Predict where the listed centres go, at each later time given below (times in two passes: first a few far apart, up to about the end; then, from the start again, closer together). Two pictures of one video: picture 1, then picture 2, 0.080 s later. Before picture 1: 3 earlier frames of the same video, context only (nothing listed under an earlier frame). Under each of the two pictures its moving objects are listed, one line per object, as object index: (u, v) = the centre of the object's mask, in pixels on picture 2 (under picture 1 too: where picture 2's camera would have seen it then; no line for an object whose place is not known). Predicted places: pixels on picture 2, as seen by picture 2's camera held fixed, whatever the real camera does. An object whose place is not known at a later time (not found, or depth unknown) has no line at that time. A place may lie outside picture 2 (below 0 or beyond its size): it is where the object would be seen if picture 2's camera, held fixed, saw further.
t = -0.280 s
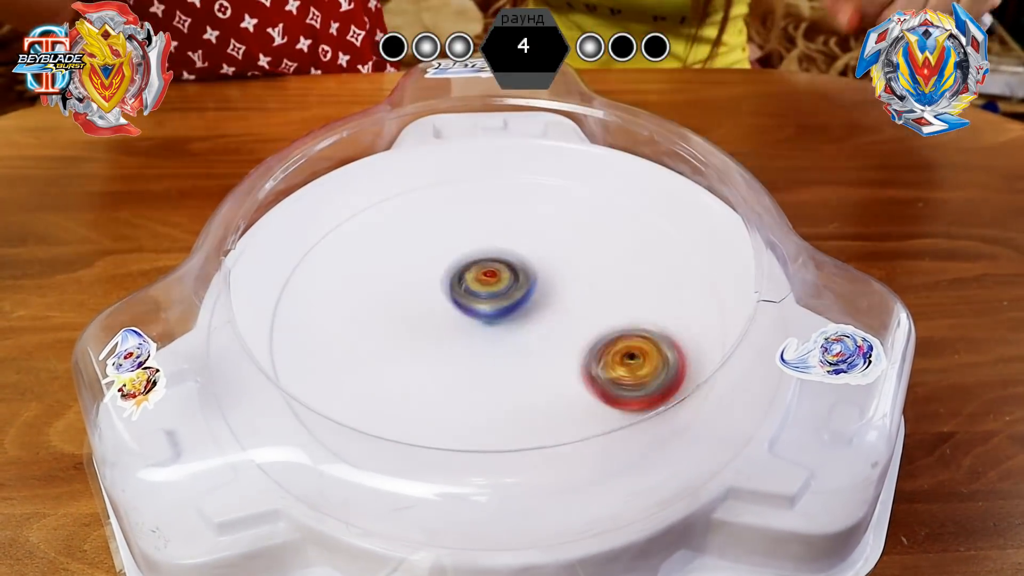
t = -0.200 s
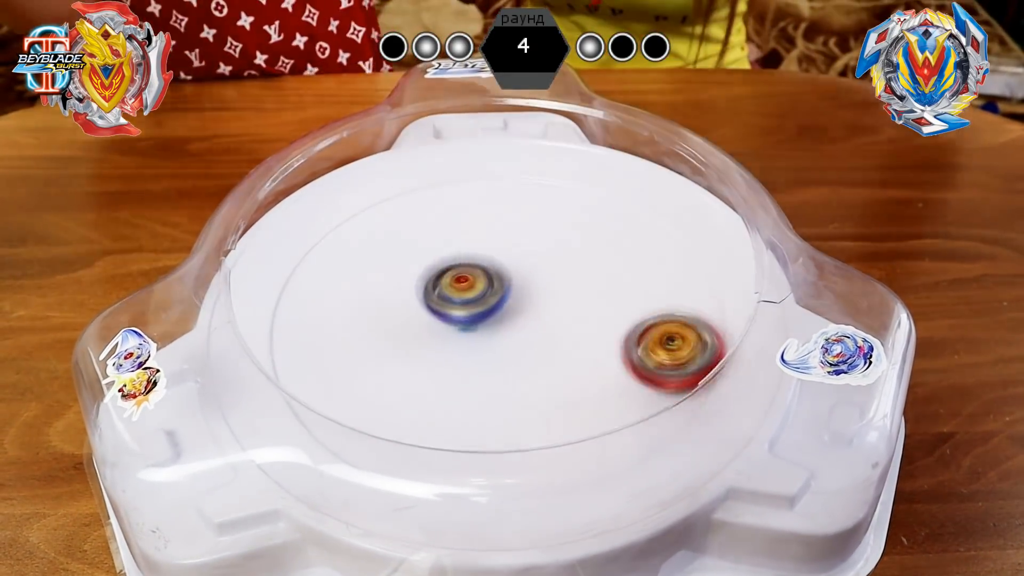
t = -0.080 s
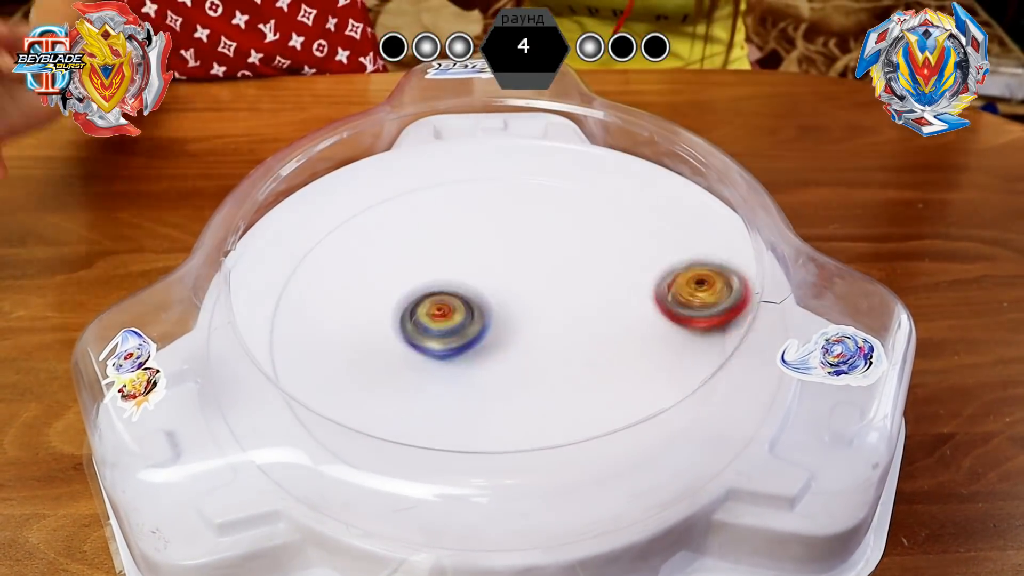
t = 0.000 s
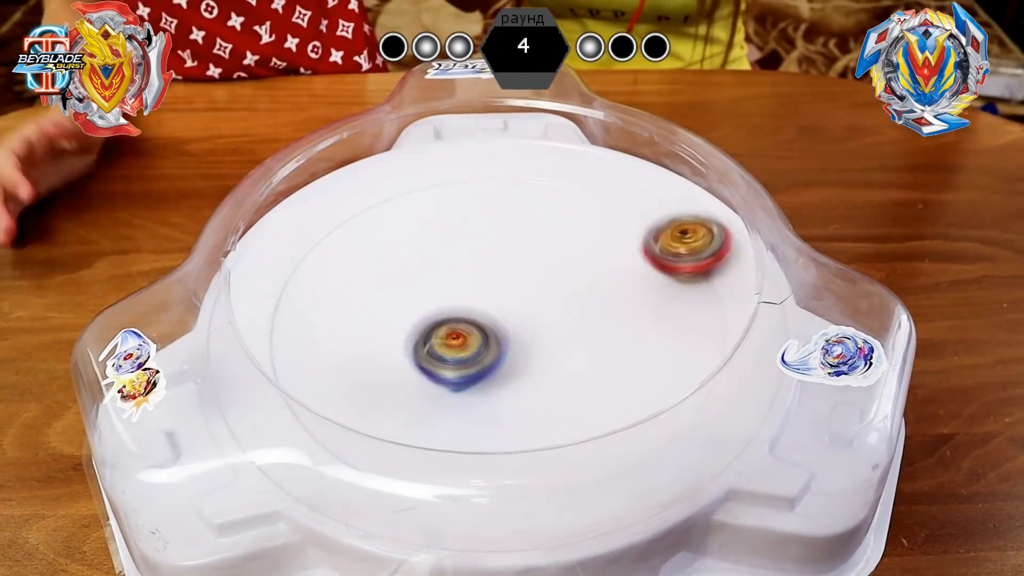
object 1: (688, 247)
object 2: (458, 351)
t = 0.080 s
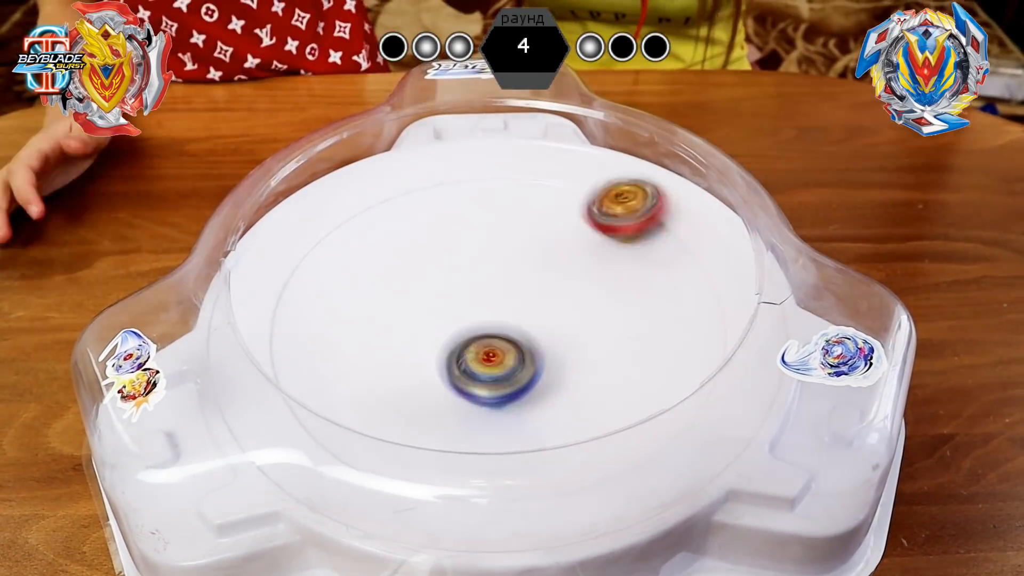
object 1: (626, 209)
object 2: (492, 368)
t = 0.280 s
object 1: (392, 224)
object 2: (604, 312)
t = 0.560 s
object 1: (395, 439)
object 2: (493, 195)
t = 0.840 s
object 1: (684, 216)
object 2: (333, 341)
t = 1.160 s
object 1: (427, 119)
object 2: (707, 335)
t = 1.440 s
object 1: (396, 284)
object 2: (401, 172)
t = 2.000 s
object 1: (711, 240)
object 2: (477, 227)
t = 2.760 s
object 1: (609, 196)
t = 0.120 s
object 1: (584, 199)
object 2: (517, 368)
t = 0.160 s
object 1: (538, 195)
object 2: (545, 362)
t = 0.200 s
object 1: (488, 199)
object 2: (569, 350)
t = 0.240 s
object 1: (439, 209)
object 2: (590, 333)
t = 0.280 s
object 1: (392, 224)
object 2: (604, 312)
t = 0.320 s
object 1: (348, 246)
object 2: (611, 288)
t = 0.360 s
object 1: (313, 274)
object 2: (610, 264)
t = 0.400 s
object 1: (286, 305)
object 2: (599, 241)
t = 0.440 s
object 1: (283, 342)
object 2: (581, 223)
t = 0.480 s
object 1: (300, 380)
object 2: (556, 207)
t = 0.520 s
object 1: (337, 416)
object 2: (526, 198)
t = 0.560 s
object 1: (395, 439)
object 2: (493, 195)
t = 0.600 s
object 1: (475, 458)
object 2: (459, 197)
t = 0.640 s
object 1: (559, 450)
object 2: (424, 206)
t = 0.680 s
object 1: (636, 420)
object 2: (392, 221)
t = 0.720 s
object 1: (690, 374)
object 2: (365, 242)
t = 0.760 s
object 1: (709, 318)
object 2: (344, 268)
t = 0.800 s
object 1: (709, 266)
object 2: (331, 304)
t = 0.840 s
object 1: (684, 216)
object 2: (333, 341)
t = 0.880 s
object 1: (642, 179)
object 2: (352, 376)
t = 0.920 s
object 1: (596, 151)
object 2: (387, 405)
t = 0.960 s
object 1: (545, 131)
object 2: (435, 431)
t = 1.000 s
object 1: (491, 119)
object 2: (498, 441)
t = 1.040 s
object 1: (445, 113)
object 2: (563, 437)
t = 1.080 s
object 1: (427, 109)
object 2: (632, 417)
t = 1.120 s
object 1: (424, 113)
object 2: (683, 382)
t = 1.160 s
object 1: (427, 119)
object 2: (707, 335)
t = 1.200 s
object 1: (426, 127)
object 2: (711, 288)
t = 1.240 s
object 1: (424, 139)
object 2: (695, 241)
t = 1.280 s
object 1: (421, 158)
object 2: (656, 205)
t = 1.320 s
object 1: (416, 186)
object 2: (603, 178)
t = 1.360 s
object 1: (411, 216)
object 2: (543, 161)
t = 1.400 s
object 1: (403, 249)
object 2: (472, 160)
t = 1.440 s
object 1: (396, 284)
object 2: (401, 172)
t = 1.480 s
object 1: (398, 320)
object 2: (338, 203)
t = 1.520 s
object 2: (296, 253)
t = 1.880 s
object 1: (761, 277)
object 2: (665, 328)
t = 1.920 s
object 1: (756, 256)
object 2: (626, 291)
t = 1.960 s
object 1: (734, 254)
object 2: (548, 258)
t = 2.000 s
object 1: (711, 240)
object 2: (477, 227)
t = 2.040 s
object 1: (687, 241)
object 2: (412, 200)
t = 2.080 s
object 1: (653, 235)
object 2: (351, 178)
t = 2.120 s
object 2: (324, 187)
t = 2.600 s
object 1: (502, 321)
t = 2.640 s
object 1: (543, 282)
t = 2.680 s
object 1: (574, 248)
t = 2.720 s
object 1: (596, 219)
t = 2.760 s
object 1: (609, 196)
